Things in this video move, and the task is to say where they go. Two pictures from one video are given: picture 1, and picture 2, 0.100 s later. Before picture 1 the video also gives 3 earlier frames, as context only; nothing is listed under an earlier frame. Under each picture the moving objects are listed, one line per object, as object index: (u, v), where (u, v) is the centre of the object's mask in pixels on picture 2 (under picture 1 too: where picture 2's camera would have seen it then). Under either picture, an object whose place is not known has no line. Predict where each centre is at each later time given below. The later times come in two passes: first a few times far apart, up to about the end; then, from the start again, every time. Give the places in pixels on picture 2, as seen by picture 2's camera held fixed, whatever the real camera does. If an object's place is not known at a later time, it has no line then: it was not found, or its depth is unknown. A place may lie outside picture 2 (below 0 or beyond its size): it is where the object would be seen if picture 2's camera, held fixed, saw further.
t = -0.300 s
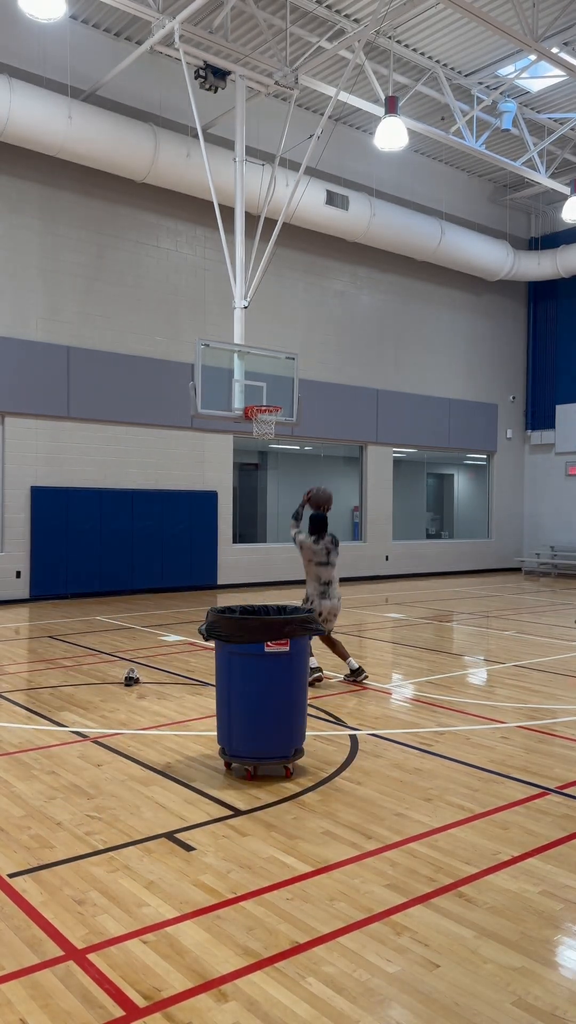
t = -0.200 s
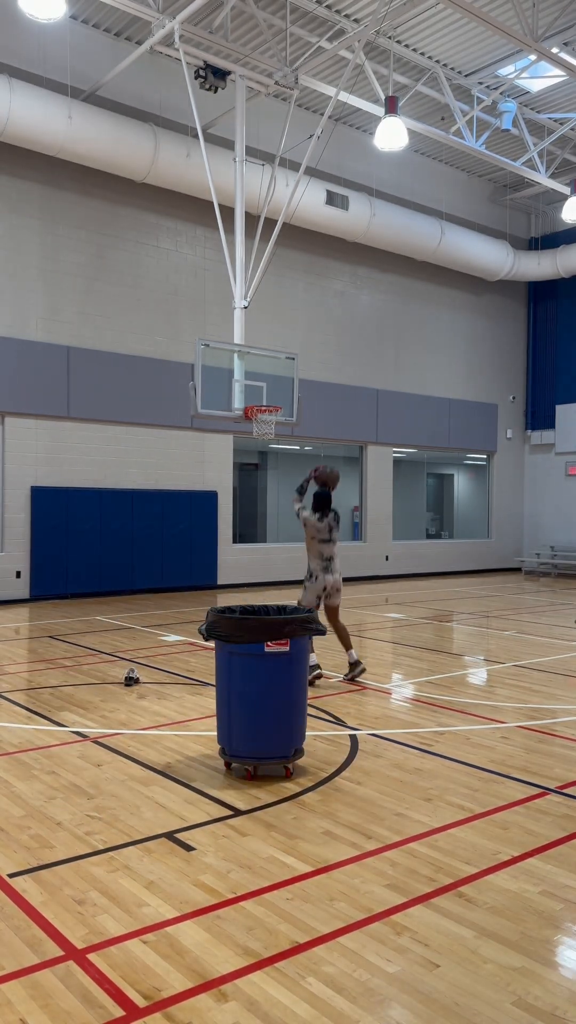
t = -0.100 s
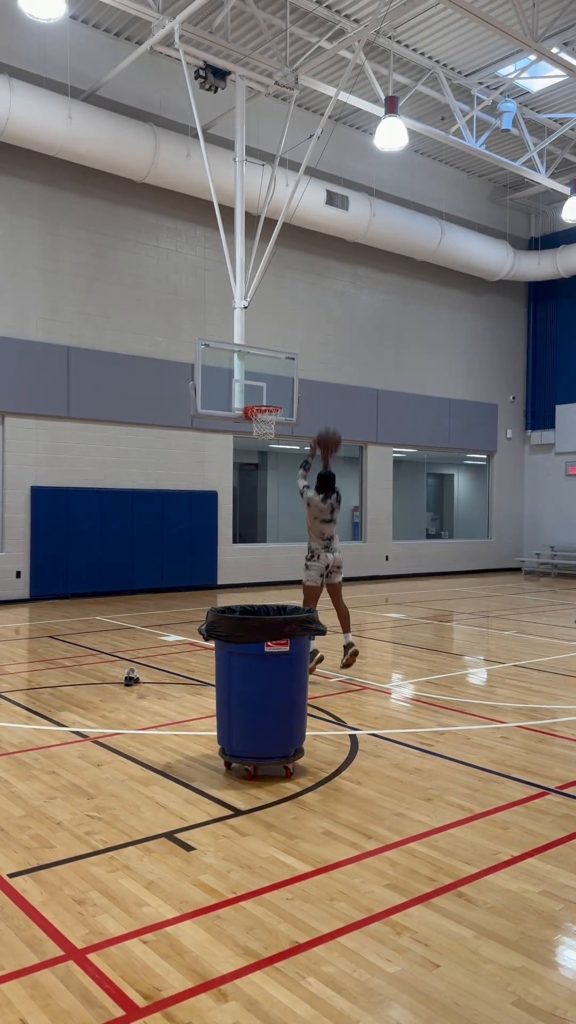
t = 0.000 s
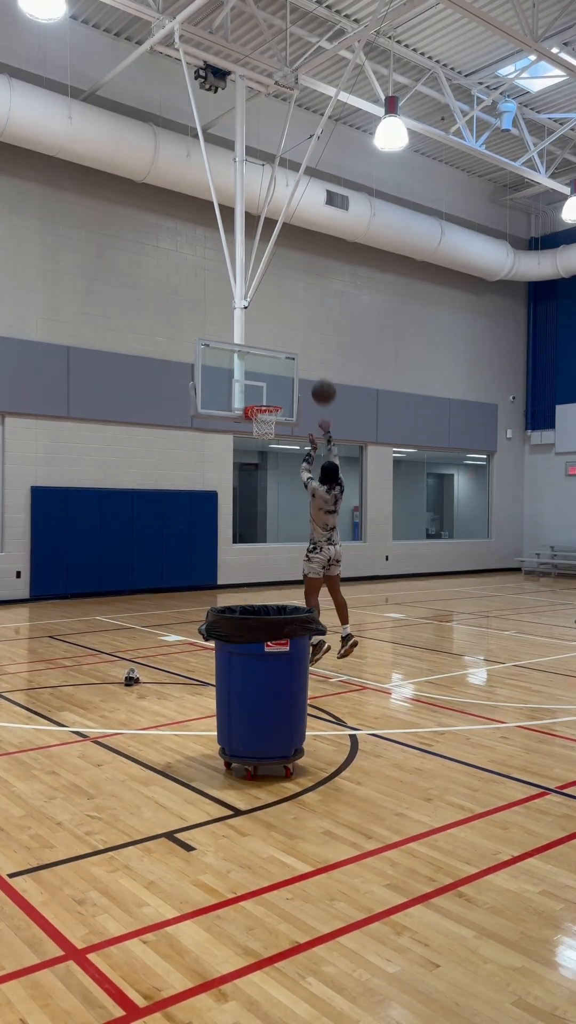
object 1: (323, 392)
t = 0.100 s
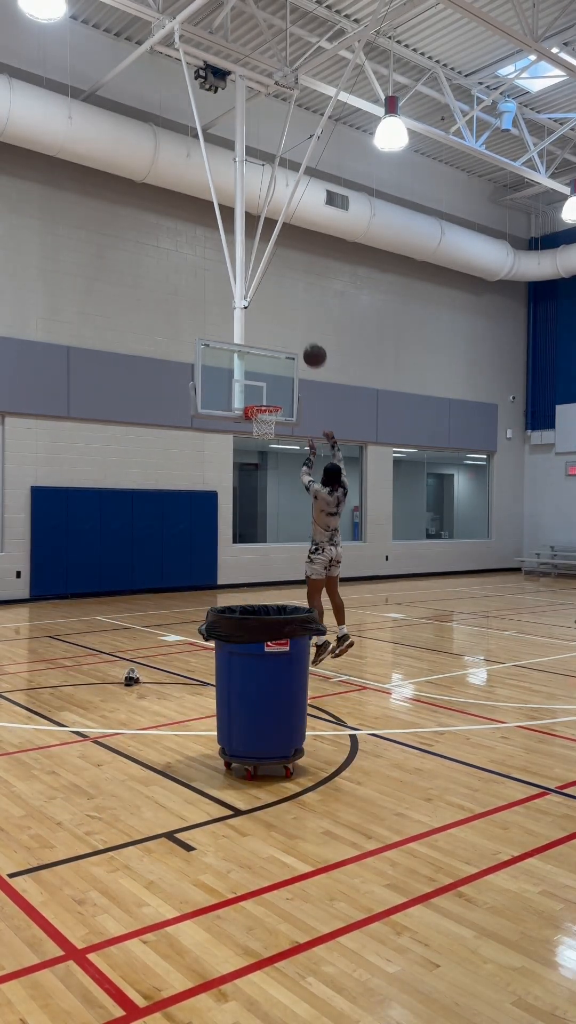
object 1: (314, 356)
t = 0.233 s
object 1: (304, 327)
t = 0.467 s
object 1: (289, 319)
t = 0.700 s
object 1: (275, 351)
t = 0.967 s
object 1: (266, 393)
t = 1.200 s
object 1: (275, 394)
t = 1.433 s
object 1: (301, 418)
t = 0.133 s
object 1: (312, 346)
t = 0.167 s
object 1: (309, 339)
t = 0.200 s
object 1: (306, 332)
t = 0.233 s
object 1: (304, 327)
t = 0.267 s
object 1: (302, 322)
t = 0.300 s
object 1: (299, 319)
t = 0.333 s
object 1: (297, 317)
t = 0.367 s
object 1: (295, 316)
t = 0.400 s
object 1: (293, 316)
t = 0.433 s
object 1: (291, 317)
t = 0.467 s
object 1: (289, 319)
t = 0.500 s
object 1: (287, 321)
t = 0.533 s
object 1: (285, 324)
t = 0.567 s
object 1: (283, 328)
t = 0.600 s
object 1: (281, 333)
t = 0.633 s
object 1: (279, 338)
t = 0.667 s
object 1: (277, 345)
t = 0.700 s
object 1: (275, 351)
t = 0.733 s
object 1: (274, 359)
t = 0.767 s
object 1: (272, 367)
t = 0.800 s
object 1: (270, 375)
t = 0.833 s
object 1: (269, 385)
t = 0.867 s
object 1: (267, 394)
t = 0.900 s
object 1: (266, 397)
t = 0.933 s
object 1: (266, 395)
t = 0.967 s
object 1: (266, 393)
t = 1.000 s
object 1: (266, 392)
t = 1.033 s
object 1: (266, 392)
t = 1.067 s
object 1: (265, 393)
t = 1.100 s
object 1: (265, 394)
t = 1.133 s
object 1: (267, 394)
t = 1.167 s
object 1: (271, 394)
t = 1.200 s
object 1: (275, 394)
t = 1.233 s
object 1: (278, 395)
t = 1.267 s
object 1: (282, 397)
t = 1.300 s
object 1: (286, 400)
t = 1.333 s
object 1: (290, 403)
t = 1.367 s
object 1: (294, 408)
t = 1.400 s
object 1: (297, 413)
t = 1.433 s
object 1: (301, 418)
